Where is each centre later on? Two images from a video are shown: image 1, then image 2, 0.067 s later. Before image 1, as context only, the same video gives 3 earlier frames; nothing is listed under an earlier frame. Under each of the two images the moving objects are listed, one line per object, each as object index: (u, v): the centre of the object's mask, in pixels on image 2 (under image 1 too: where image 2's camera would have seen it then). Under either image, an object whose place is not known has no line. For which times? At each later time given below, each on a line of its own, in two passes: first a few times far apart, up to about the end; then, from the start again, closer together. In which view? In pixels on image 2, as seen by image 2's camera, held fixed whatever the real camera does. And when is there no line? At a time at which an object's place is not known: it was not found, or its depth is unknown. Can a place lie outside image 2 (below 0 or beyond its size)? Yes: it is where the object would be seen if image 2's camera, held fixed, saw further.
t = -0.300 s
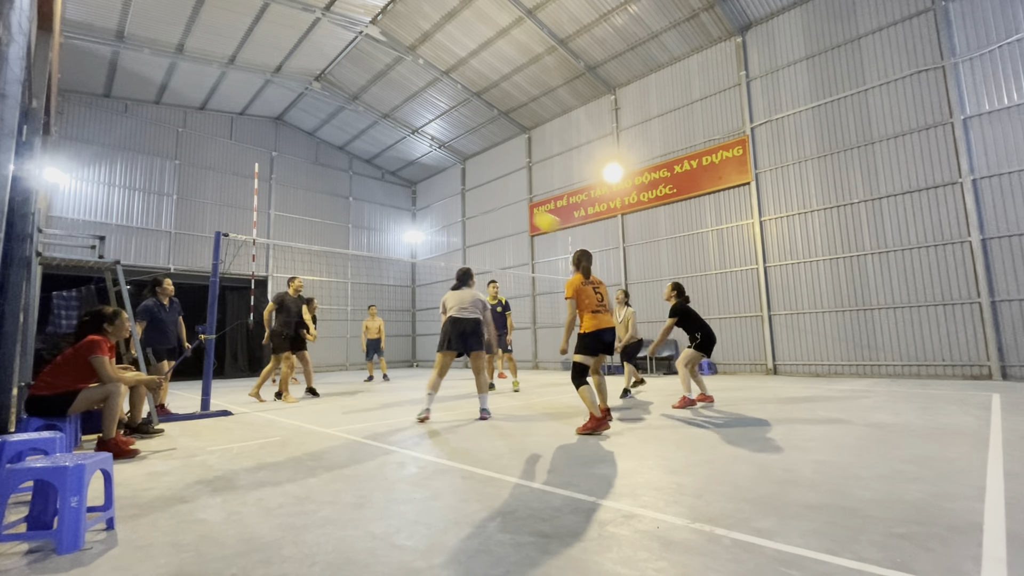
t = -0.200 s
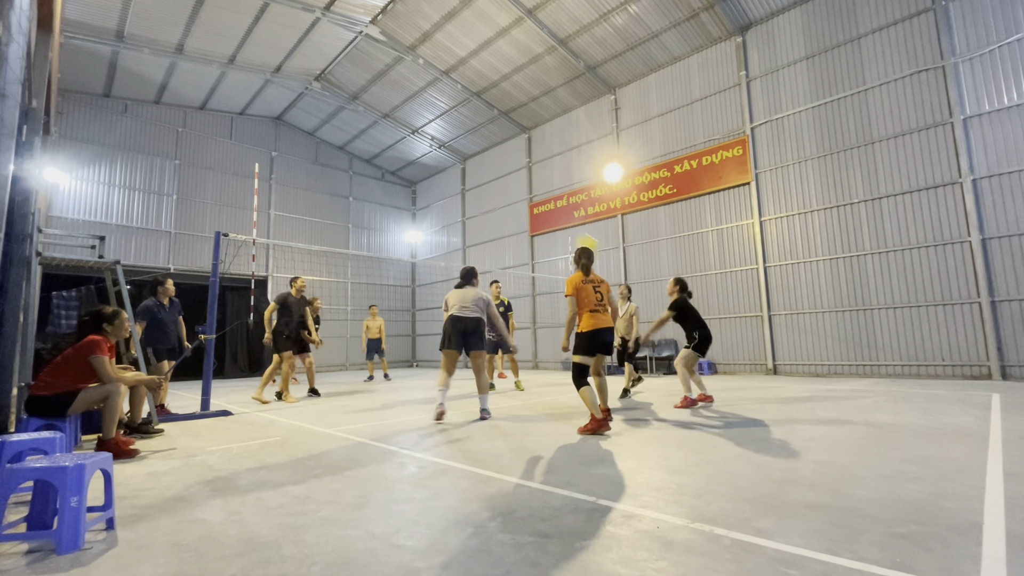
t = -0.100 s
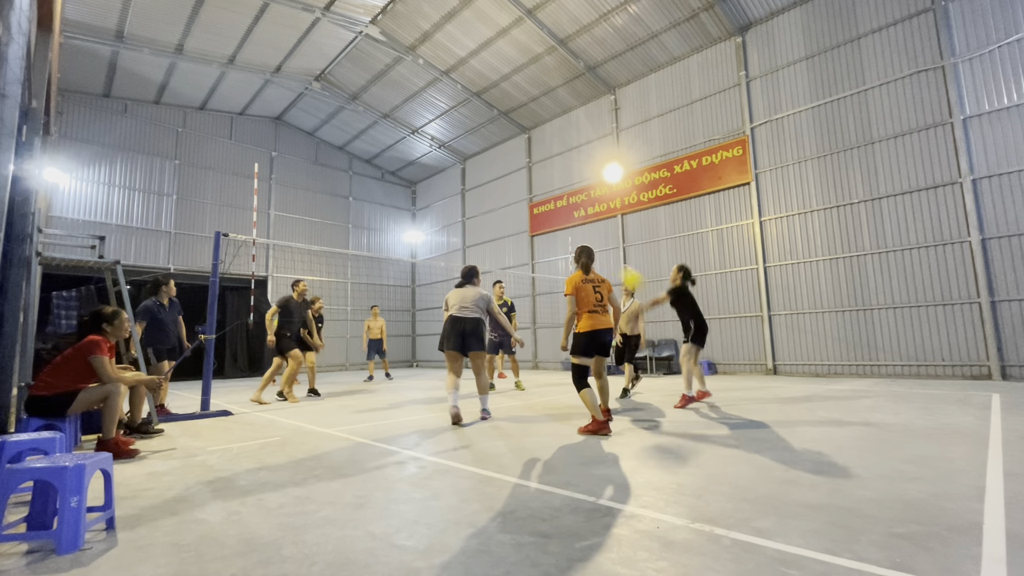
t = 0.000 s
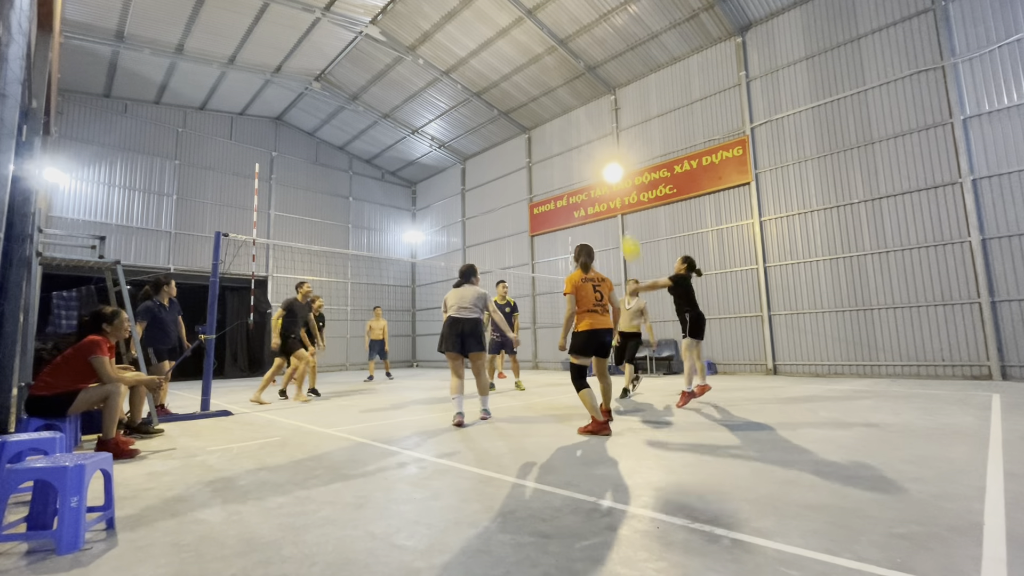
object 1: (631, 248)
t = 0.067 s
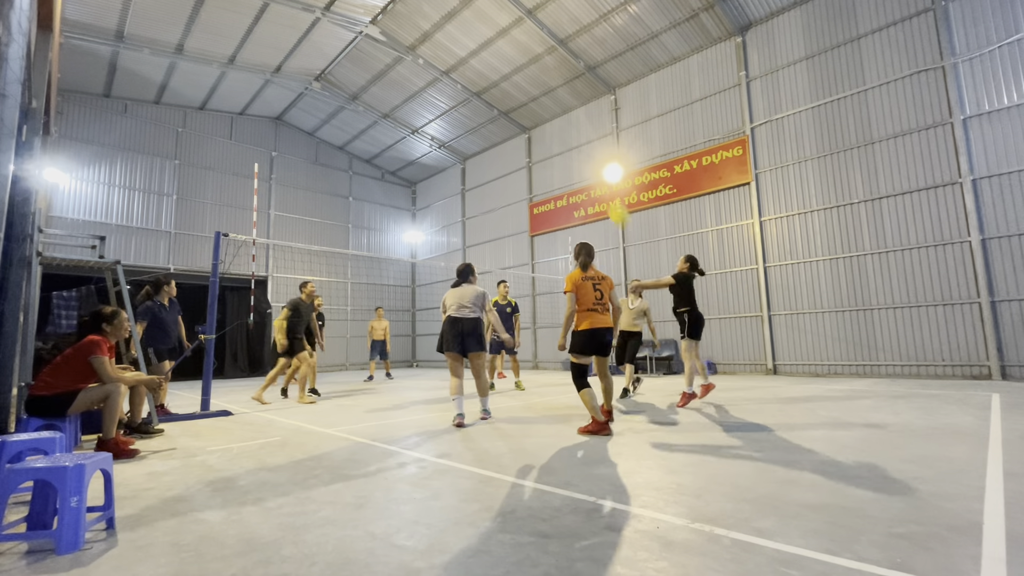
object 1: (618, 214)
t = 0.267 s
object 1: (583, 139)
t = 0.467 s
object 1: (555, 103)
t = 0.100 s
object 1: (612, 202)
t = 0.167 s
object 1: (596, 171)
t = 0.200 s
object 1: (593, 160)
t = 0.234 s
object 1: (588, 149)
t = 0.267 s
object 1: (583, 139)
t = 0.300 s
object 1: (578, 131)
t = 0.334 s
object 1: (573, 124)
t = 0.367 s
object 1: (569, 117)
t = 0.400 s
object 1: (564, 112)
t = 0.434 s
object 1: (559, 107)
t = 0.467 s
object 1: (555, 103)
